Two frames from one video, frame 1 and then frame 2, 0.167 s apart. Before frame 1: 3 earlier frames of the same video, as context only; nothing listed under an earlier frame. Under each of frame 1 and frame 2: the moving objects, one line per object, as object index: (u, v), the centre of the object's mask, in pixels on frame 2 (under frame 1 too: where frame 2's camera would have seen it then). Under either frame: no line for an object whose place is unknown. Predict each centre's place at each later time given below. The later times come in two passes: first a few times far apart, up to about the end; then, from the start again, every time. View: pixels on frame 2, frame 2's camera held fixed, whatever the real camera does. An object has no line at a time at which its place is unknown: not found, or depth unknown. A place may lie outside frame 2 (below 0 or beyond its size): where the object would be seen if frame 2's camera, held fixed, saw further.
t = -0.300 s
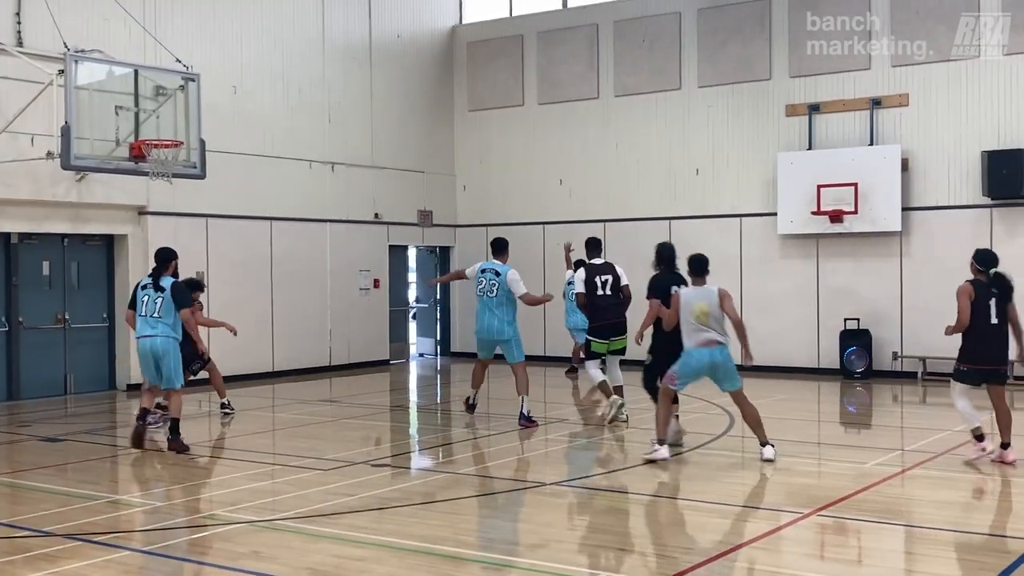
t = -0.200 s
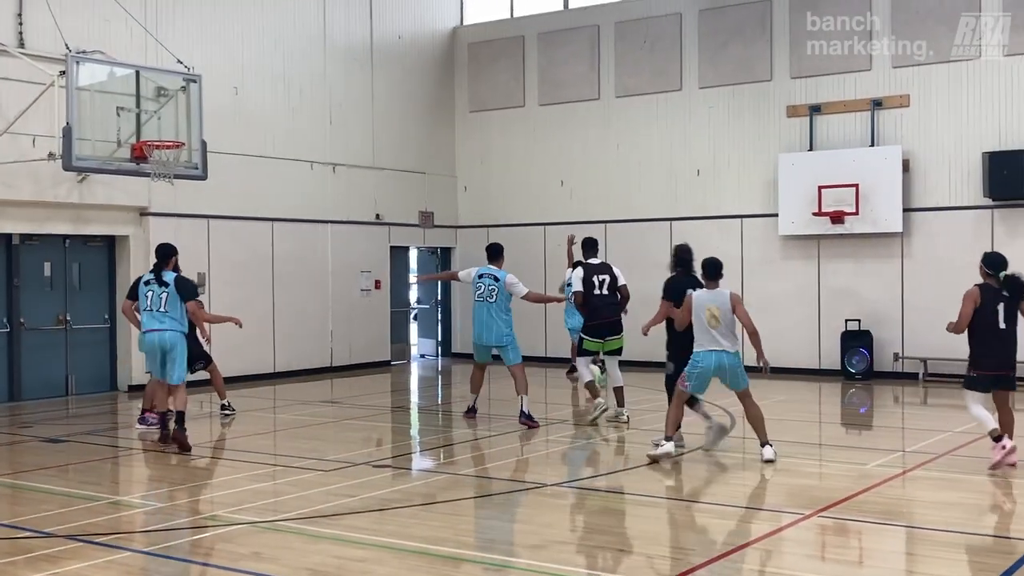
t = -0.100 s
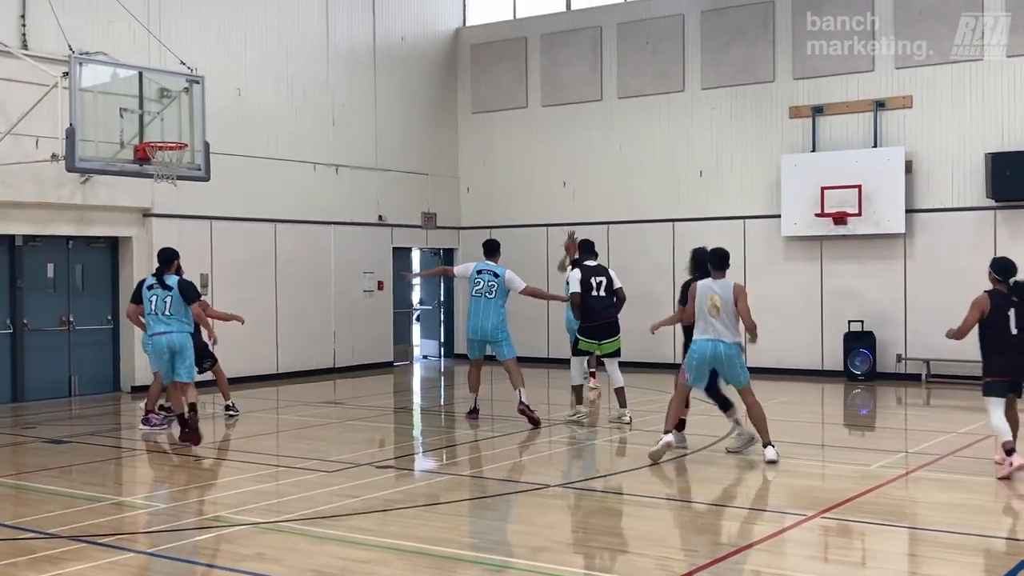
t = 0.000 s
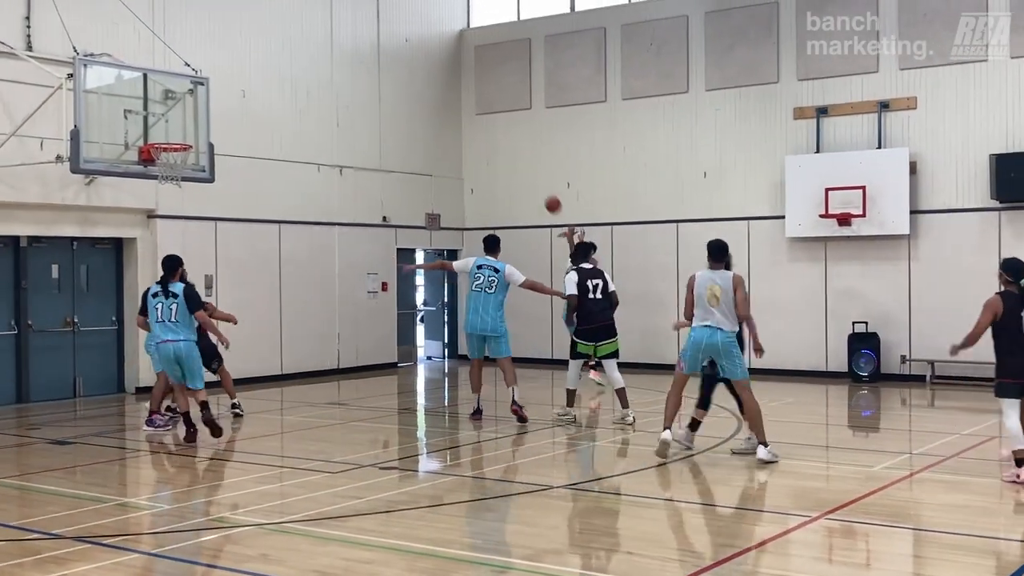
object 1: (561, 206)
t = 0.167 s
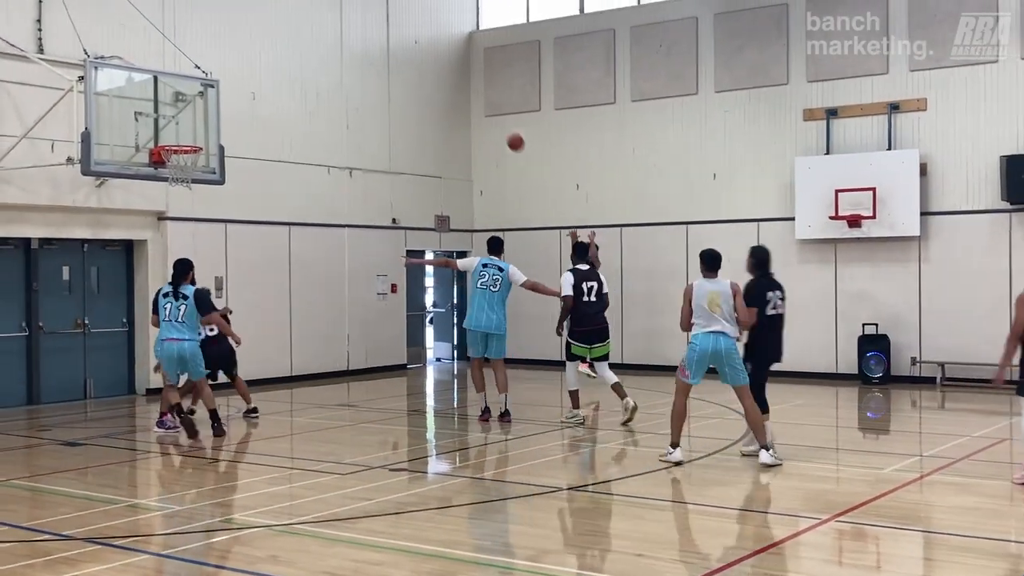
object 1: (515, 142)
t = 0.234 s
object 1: (496, 121)
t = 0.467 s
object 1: (426, 67)
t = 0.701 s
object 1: (350, 48)
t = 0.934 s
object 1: (269, 71)
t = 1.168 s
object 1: (180, 140)
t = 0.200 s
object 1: (505, 131)
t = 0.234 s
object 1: (496, 121)
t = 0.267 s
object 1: (486, 111)
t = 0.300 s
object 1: (476, 102)
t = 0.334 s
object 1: (467, 94)
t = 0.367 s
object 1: (456, 86)
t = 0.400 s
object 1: (446, 79)
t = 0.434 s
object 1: (436, 72)
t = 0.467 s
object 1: (426, 67)
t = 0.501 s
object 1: (416, 61)
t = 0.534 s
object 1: (405, 57)
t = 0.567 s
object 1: (395, 54)
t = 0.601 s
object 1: (384, 51)
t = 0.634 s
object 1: (373, 49)
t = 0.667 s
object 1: (362, 48)
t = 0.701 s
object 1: (350, 48)
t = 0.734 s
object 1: (339, 48)
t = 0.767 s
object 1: (327, 50)
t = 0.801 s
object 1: (316, 52)
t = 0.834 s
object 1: (304, 55)
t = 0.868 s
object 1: (292, 60)
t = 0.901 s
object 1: (280, 65)
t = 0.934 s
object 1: (269, 71)
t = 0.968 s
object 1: (256, 78)
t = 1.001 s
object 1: (244, 86)
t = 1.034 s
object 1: (232, 95)
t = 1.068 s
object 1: (219, 106)
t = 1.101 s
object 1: (206, 117)
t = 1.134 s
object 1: (193, 130)
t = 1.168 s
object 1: (180, 140)
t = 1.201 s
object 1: (178, 158)
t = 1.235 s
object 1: (182, 169)
